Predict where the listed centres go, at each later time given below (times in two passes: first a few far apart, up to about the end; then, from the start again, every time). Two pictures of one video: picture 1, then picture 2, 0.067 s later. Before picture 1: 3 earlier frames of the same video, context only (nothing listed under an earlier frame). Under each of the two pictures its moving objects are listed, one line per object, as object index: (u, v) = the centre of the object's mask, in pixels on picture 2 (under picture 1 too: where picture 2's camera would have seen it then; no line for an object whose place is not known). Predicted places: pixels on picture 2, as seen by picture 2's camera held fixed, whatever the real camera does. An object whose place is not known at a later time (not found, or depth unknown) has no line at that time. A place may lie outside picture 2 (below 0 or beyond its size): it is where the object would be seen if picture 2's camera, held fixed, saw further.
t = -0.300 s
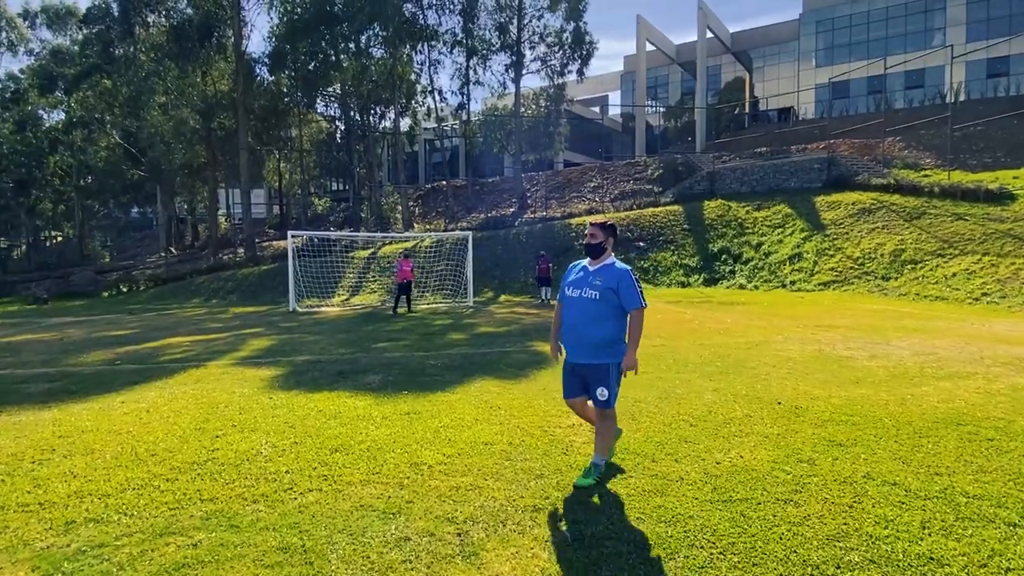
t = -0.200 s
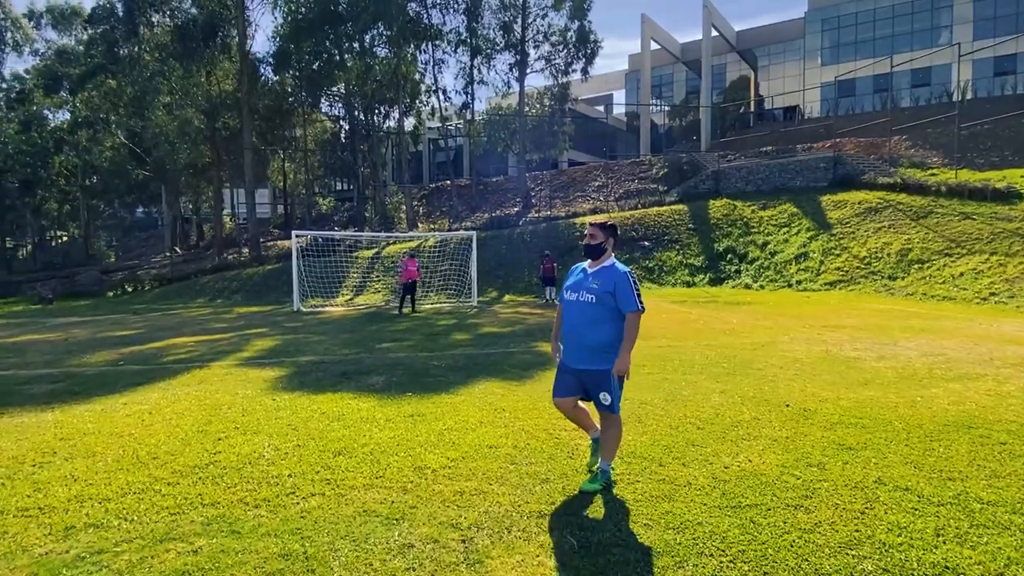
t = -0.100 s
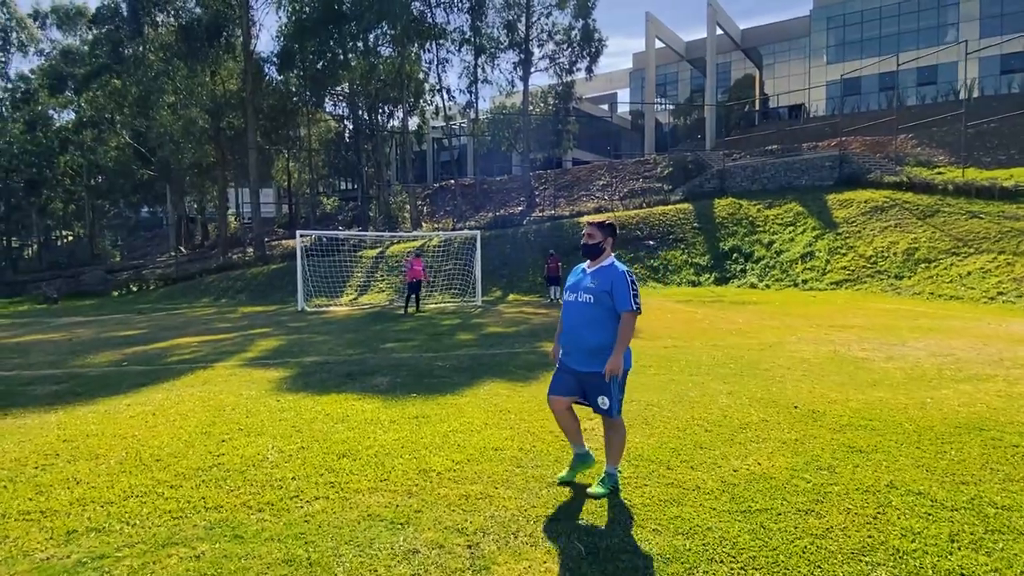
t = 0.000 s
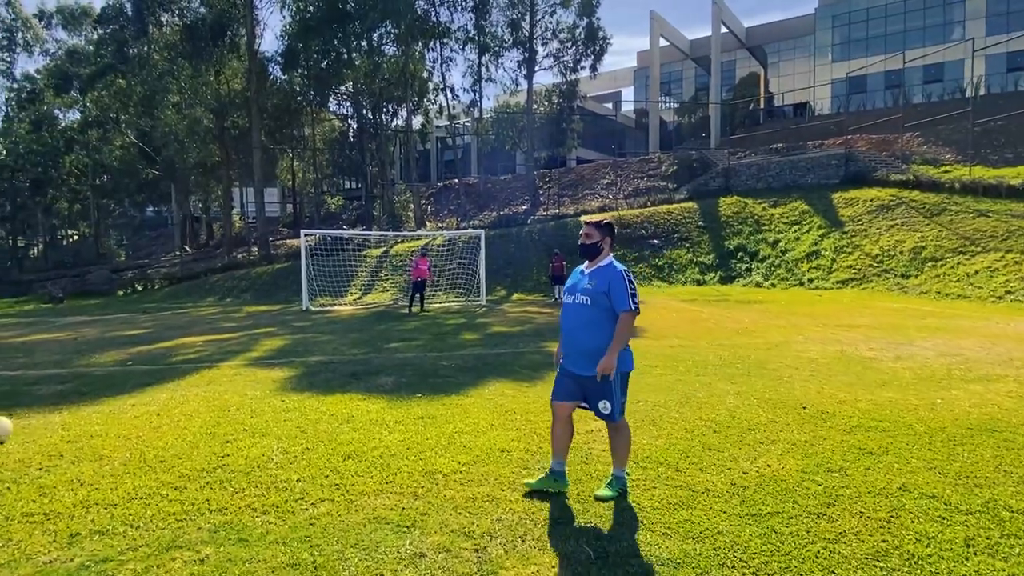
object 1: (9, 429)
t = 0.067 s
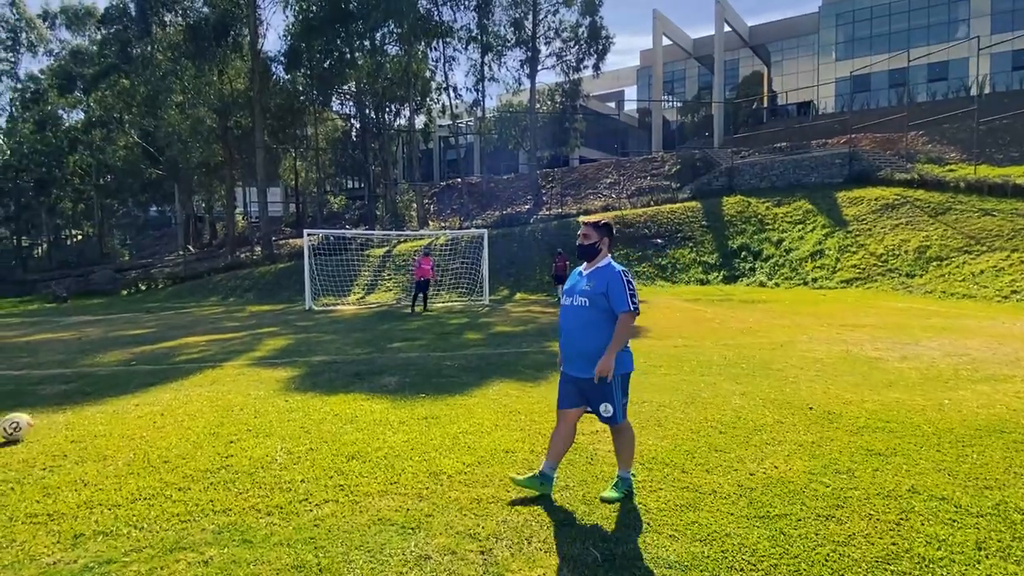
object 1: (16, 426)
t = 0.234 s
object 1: (56, 421)
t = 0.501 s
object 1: (108, 413)
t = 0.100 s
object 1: (24, 426)
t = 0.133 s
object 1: (32, 425)
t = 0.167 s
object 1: (40, 424)
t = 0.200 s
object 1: (48, 423)
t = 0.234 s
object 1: (56, 421)
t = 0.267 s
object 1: (63, 420)
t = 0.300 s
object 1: (71, 419)
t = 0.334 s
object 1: (77, 418)
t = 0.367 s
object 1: (84, 417)
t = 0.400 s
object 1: (91, 416)
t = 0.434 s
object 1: (96, 415)
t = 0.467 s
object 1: (102, 414)
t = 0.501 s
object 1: (108, 413)
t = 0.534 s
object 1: (113, 413)
